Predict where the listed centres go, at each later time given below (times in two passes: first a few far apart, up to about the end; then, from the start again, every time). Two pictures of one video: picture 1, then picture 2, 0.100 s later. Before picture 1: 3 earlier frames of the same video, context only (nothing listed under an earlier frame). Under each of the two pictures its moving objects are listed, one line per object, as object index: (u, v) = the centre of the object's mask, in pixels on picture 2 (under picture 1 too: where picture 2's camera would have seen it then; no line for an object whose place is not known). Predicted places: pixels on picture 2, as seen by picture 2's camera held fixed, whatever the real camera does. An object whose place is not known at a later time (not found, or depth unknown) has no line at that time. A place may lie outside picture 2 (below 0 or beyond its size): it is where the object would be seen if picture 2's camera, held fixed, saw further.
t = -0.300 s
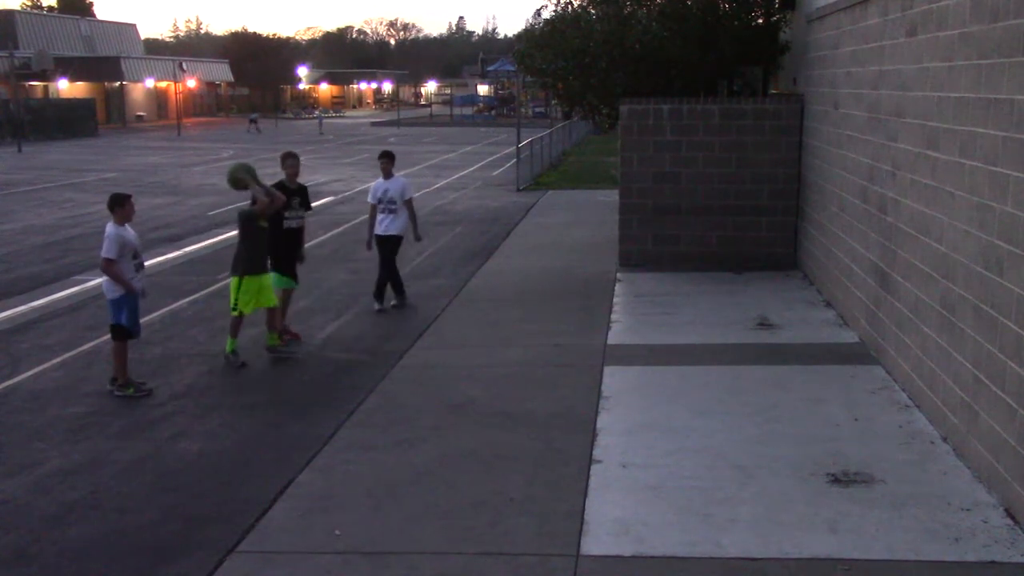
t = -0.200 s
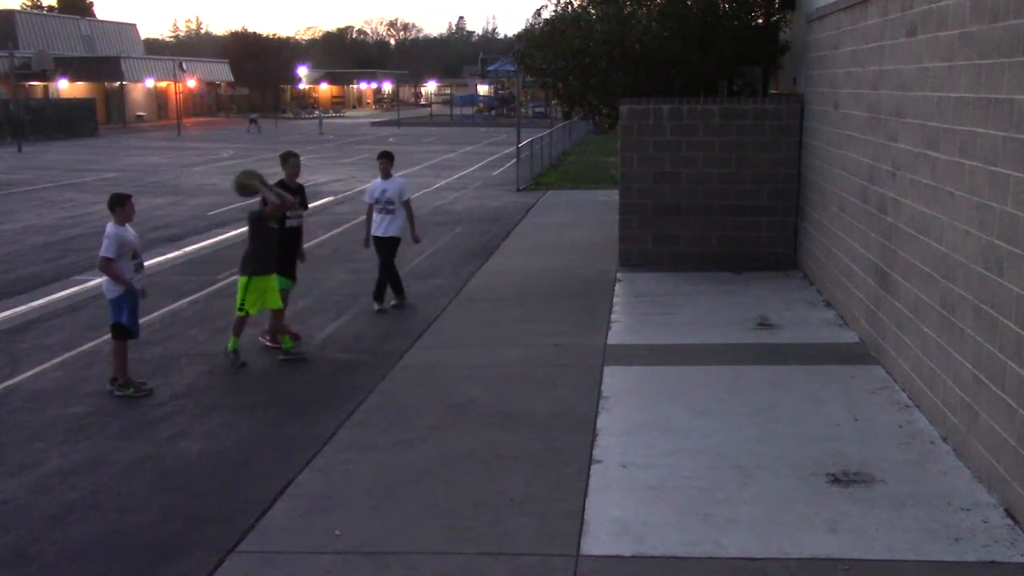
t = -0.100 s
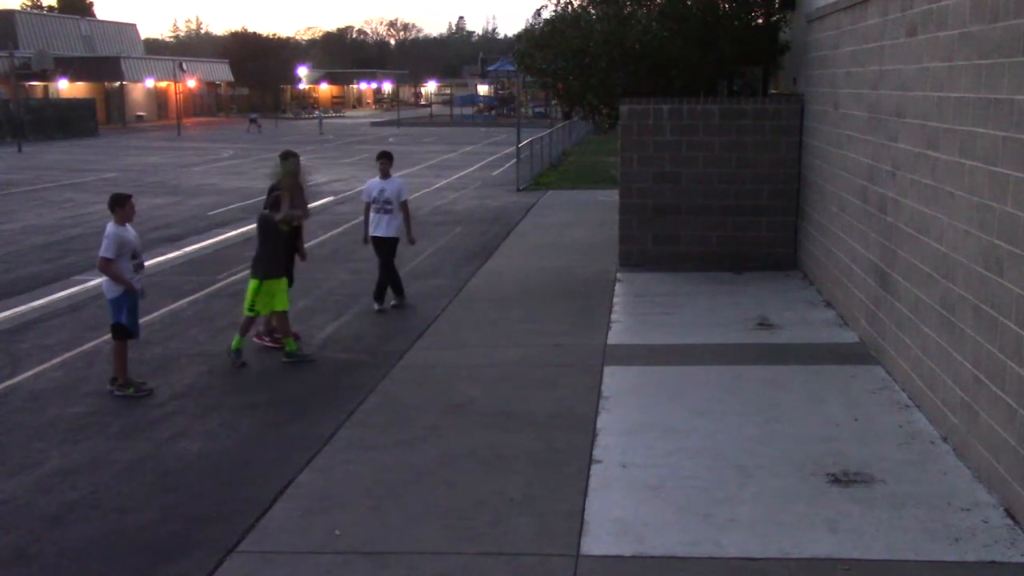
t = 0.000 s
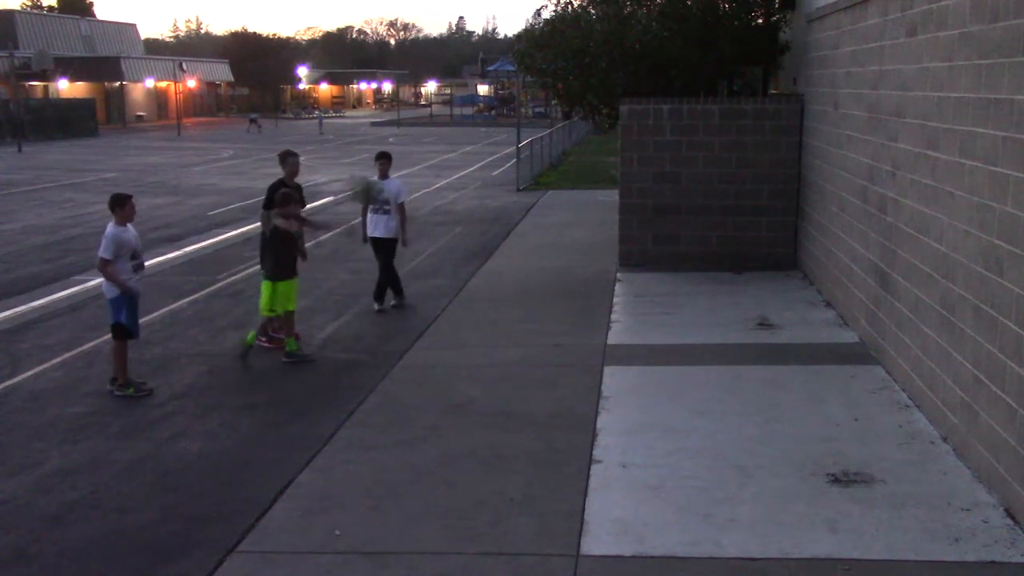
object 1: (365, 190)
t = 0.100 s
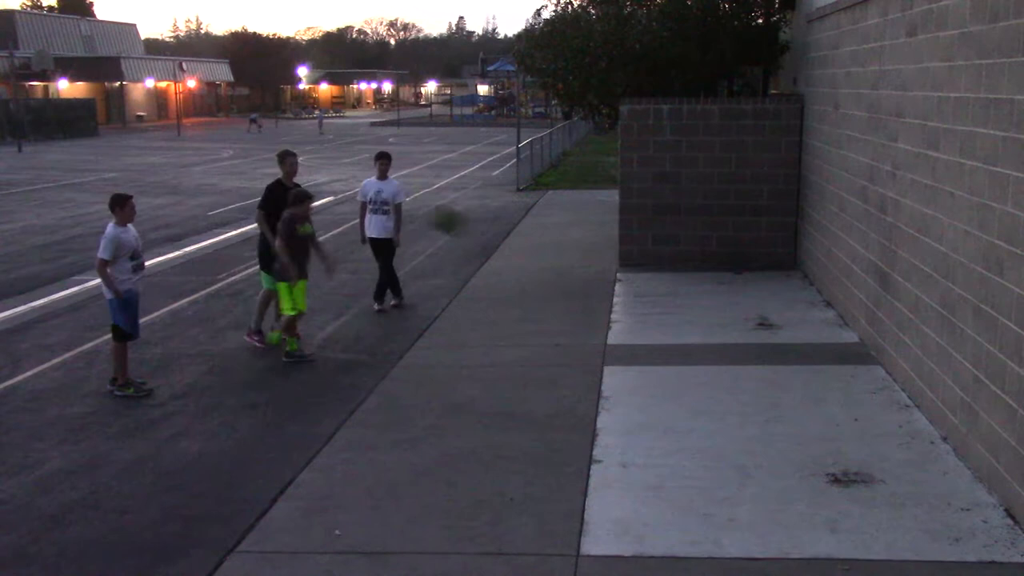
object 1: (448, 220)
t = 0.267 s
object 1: (579, 292)
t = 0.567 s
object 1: (760, 274)
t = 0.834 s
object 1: (858, 218)
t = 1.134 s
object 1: (726, 216)
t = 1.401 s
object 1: (623, 297)
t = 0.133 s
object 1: (472, 232)
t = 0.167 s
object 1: (501, 247)
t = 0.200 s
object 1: (526, 260)
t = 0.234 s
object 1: (553, 276)
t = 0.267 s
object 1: (579, 292)
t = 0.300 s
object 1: (601, 308)
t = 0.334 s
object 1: (629, 327)
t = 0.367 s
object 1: (658, 352)
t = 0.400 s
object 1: (674, 344)
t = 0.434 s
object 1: (693, 327)
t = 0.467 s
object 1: (710, 313)
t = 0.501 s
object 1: (728, 301)
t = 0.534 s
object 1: (745, 287)
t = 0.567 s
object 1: (760, 274)
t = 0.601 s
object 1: (778, 263)
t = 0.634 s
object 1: (796, 255)
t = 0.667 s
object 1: (818, 247)
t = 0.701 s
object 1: (837, 241)
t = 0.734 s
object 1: (855, 236)
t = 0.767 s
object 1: (873, 232)
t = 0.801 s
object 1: (875, 226)
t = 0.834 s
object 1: (858, 218)
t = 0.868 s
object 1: (844, 212)
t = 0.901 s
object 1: (831, 208)
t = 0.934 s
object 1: (814, 205)
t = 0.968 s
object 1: (800, 204)
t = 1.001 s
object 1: (785, 203)
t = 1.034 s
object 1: (770, 204)
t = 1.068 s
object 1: (756, 206)
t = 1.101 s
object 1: (744, 211)
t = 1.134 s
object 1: (726, 216)
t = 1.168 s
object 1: (713, 220)
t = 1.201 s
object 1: (699, 226)
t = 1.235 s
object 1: (686, 236)
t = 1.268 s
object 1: (669, 248)
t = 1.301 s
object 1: (659, 257)
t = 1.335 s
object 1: (647, 270)
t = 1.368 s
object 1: (635, 284)
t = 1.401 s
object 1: (623, 297)
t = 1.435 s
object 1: (609, 316)
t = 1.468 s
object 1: (595, 332)
